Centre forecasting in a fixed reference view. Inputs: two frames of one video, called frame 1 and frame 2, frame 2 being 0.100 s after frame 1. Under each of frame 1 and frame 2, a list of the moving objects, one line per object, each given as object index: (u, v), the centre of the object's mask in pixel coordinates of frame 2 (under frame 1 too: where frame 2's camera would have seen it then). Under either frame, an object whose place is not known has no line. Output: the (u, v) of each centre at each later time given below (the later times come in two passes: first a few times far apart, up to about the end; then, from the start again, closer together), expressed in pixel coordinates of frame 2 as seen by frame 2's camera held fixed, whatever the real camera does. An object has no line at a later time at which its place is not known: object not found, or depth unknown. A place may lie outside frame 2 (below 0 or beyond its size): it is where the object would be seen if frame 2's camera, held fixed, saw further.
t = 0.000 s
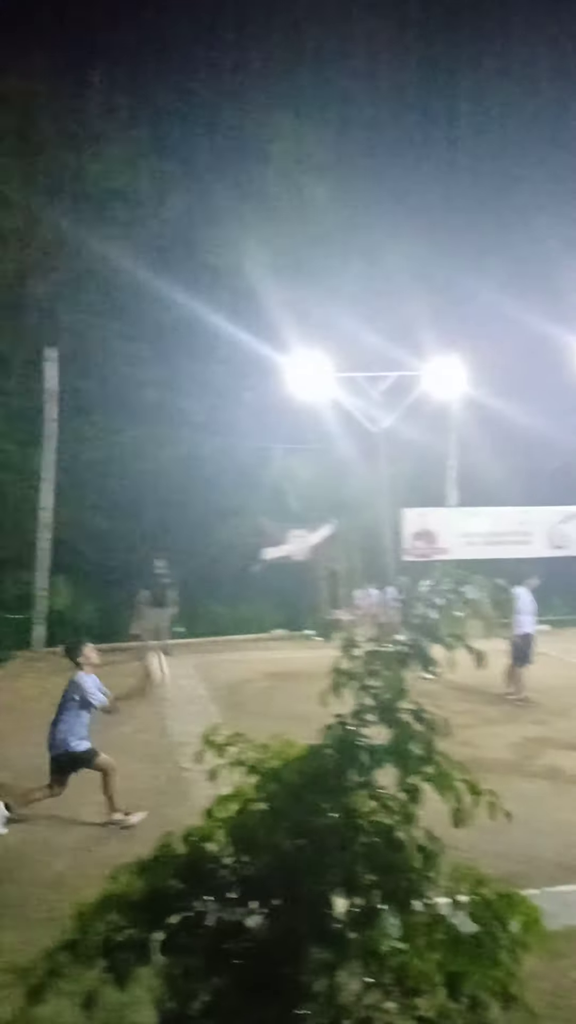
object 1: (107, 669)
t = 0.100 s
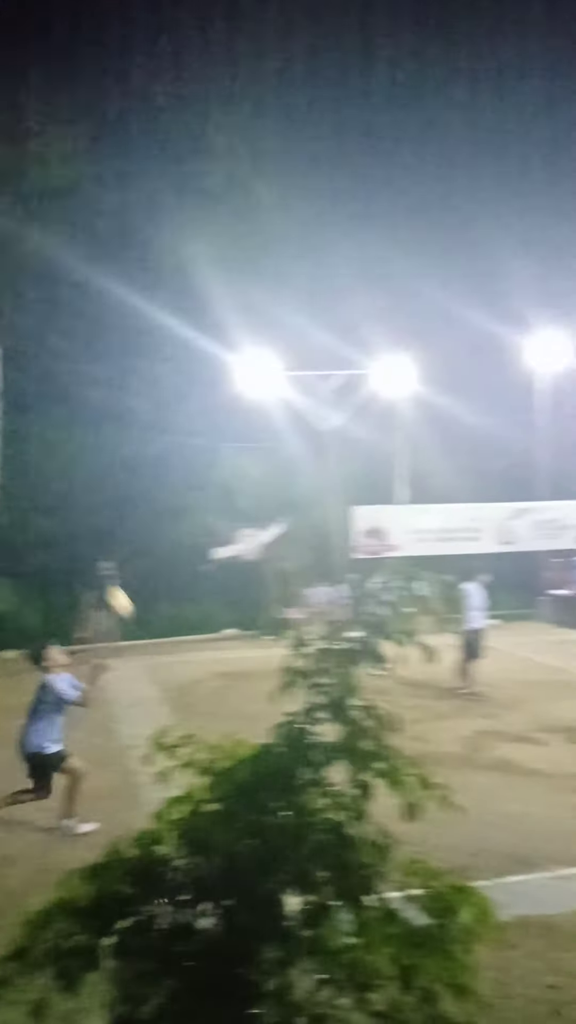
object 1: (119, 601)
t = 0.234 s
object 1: (138, 533)
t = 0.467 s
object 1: (167, 466)
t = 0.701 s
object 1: (195, 469)
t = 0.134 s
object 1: (123, 582)
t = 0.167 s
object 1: (129, 564)
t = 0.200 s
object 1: (134, 548)
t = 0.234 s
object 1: (138, 533)
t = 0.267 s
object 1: (142, 519)
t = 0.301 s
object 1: (145, 506)
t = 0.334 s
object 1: (149, 496)
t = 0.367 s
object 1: (152, 486)
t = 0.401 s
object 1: (157, 479)
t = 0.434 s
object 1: (162, 471)
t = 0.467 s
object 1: (167, 466)
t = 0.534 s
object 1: (175, 459)
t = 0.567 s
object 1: (179, 458)
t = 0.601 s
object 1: (183, 459)
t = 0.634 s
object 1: (186, 461)
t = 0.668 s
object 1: (191, 465)
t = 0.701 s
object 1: (195, 469)
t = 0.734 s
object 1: (199, 474)
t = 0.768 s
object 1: (204, 481)
